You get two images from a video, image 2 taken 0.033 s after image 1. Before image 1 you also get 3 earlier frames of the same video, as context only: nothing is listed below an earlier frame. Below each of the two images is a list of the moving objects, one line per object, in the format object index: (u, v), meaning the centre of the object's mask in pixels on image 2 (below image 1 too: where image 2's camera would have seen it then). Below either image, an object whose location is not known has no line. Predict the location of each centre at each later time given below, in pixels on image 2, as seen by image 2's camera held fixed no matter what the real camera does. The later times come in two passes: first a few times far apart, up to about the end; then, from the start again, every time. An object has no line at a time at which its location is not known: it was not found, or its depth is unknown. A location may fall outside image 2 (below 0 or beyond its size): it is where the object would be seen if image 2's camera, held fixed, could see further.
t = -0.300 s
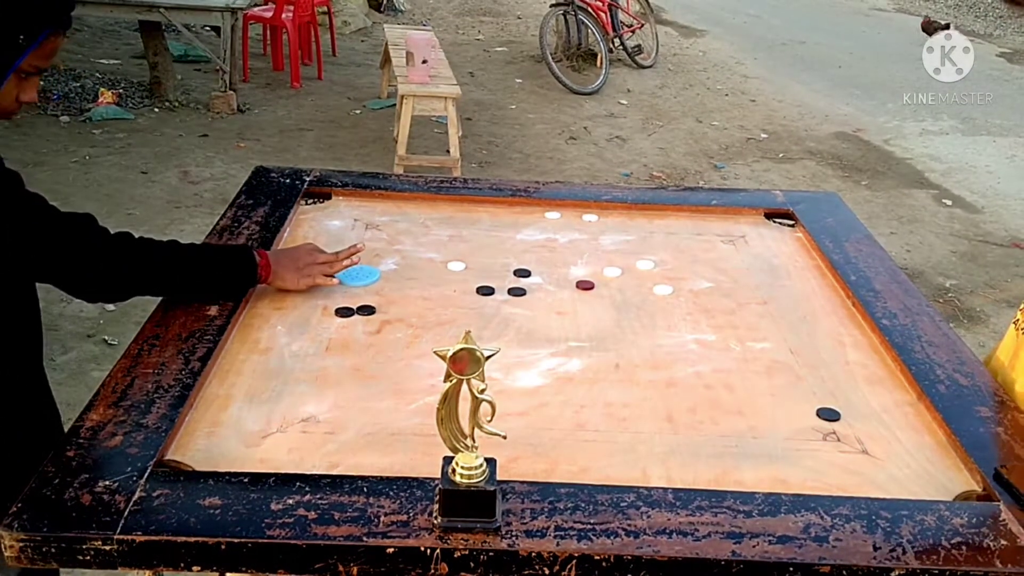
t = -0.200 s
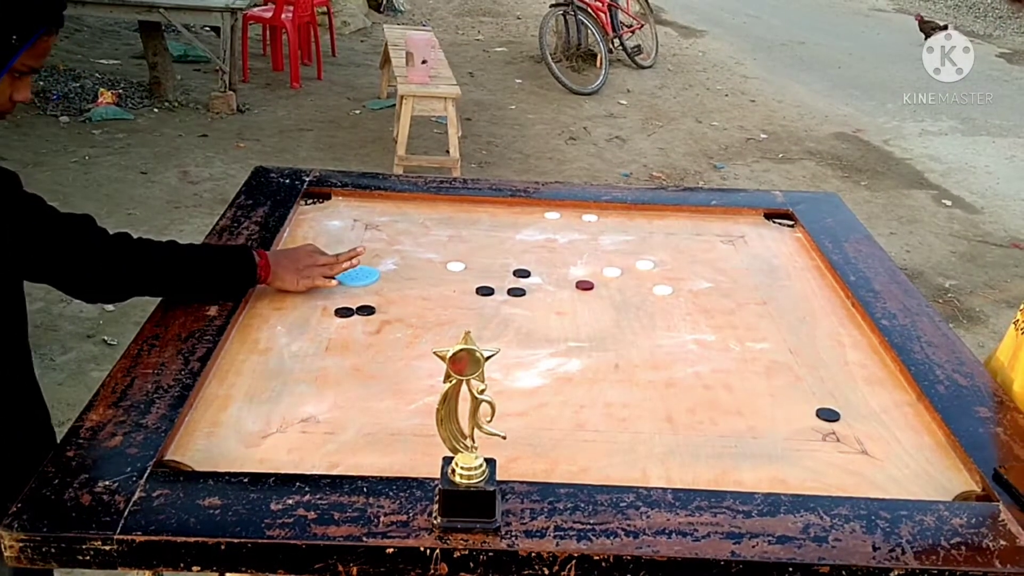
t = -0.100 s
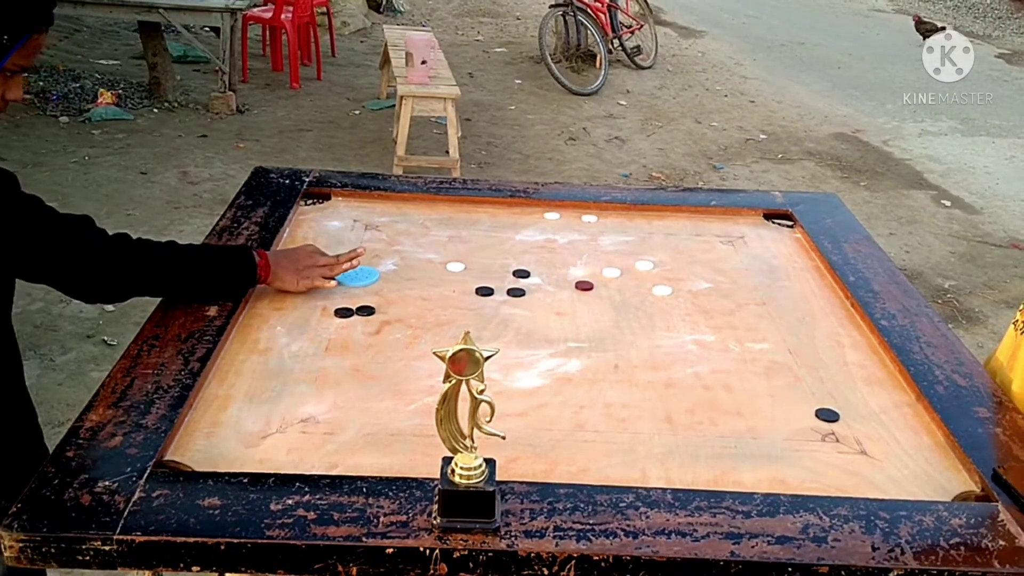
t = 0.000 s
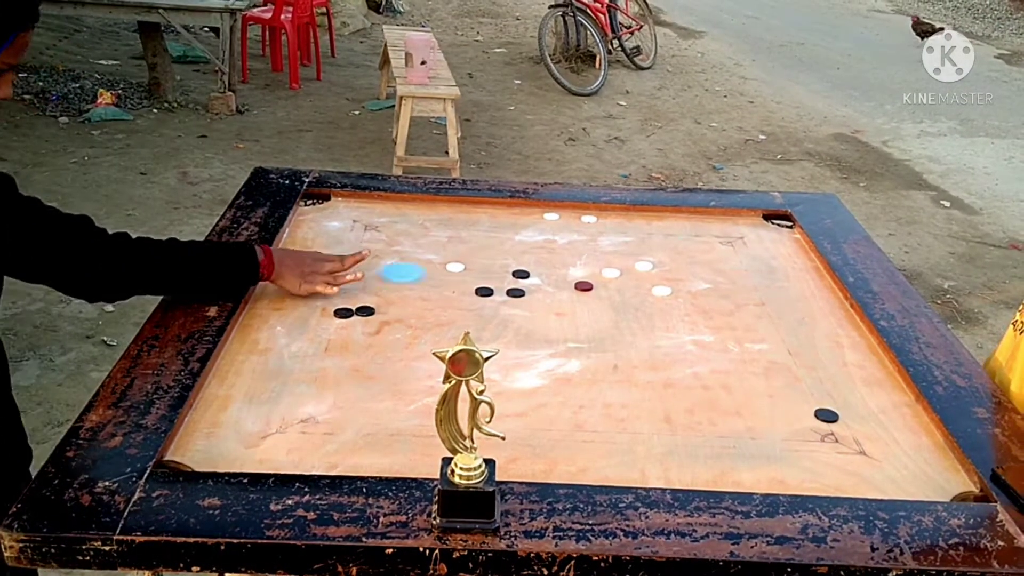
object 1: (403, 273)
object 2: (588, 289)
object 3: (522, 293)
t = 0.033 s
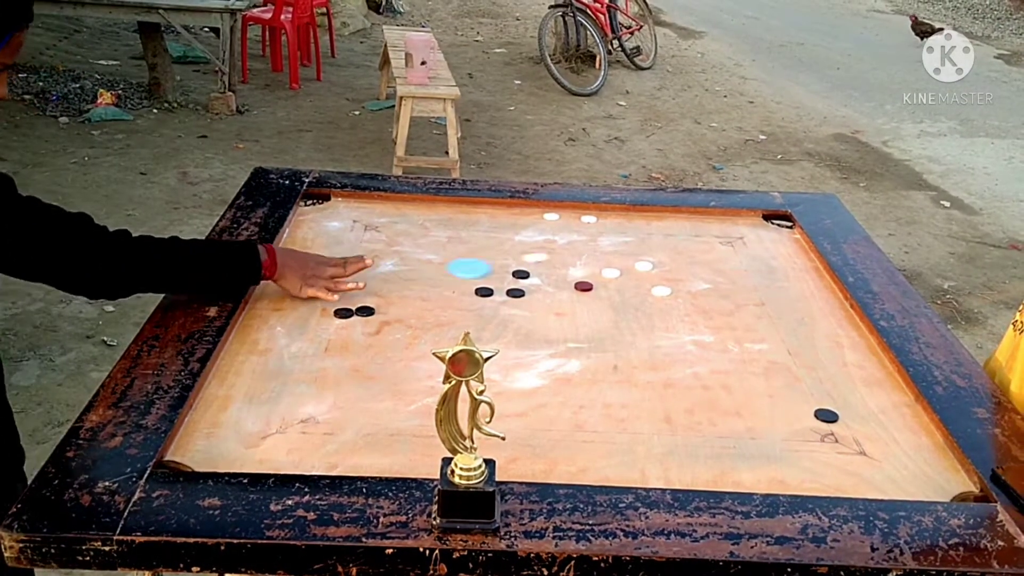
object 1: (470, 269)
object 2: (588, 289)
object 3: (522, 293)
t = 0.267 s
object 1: (777, 236)
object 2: (682, 289)
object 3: (522, 292)
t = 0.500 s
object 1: (603, 230)
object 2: (598, 250)
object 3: (504, 291)
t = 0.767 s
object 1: (431, 246)
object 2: (561, 221)
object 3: (504, 290)
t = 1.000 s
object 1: (294, 265)
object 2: (552, 212)
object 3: (504, 290)
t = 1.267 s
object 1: (354, 289)
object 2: (552, 212)
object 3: (504, 290)
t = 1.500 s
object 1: (383, 302)
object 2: (552, 212)
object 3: (504, 290)
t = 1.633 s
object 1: (393, 305)
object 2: (552, 212)
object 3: (505, 291)
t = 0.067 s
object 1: (524, 264)
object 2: (588, 289)
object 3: (517, 293)
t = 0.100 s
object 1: (571, 258)
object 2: (634, 289)
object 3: (521, 292)
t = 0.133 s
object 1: (614, 253)
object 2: (651, 289)
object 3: (521, 292)
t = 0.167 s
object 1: (657, 249)
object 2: (661, 289)
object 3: (521, 292)
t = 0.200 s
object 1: (698, 244)
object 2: (670, 289)
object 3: (522, 292)
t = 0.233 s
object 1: (738, 240)
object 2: (677, 289)
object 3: (522, 292)
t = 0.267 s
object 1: (777, 236)
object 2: (682, 289)
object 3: (522, 292)
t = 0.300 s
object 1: (754, 230)
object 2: (684, 288)
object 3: (522, 292)
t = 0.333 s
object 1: (722, 225)
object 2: (661, 281)
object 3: (516, 293)
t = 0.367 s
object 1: (694, 222)
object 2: (638, 275)
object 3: (513, 292)
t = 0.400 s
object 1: (671, 224)
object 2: (623, 268)
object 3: (504, 291)
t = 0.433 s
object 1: (648, 226)
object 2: (614, 261)
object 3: (504, 291)
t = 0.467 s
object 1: (625, 228)
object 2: (606, 255)
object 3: (504, 290)
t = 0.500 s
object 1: (603, 230)
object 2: (598, 250)
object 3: (504, 291)
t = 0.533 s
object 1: (581, 231)
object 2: (592, 245)
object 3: (504, 291)
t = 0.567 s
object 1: (560, 233)
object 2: (586, 241)
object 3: (504, 291)
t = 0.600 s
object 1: (538, 236)
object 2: (580, 237)
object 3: (504, 291)
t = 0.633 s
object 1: (517, 238)
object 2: (576, 233)
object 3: (504, 291)
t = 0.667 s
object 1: (495, 240)
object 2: (571, 230)
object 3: (504, 291)
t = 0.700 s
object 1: (473, 242)
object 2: (568, 226)
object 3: (505, 290)
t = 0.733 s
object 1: (452, 244)
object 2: (564, 223)
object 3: (505, 291)
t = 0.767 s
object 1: (431, 246)
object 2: (561, 221)
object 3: (504, 290)
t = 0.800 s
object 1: (409, 248)
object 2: (558, 219)
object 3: (505, 290)
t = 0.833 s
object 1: (388, 251)
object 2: (556, 216)
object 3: (504, 290)
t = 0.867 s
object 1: (368, 254)
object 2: (554, 215)
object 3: (504, 290)
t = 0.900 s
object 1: (348, 257)
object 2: (553, 214)
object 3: (504, 290)
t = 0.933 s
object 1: (327, 259)
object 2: (552, 213)
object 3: (504, 290)
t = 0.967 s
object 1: (307, 262)
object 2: (552, 212)
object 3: (504, 290)
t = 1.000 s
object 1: (294, 265)
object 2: (552, 212)
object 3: (504, 290)
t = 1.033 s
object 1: (303, 269)
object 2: (552, 212)
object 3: (504, 290)
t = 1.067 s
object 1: (313, 272)
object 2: (552, 212)
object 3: (504, 290)
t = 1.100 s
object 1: (321, 276)
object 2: (552, 212)
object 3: (504, 291)
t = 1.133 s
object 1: (329, 279)
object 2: (552, 212)
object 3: (504, 291)
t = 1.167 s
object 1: (336, 282)
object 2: (552, 212)
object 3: (504, 291)
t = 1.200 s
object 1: (343, 284)
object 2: (552, 212)
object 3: (504, 291)
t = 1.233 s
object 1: (348, 287)
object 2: (552, 212)
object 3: (504, 291)
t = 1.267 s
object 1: (354, 289)
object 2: (552, 212)
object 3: (504, 290)
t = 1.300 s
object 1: (359, 292)
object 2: (552, 212)
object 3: (504, 291)
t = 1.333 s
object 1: (363, 294)
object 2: (552, 212)
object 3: (504, 290)
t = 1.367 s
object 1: (368, 295)
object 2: (552, 212)
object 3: (505, 290)
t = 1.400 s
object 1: (372, 298)
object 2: (552, 212)
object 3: (505, 290)
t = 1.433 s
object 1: (376, 299)
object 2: (552, 212)
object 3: (505, 290)
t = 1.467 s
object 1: (379, 301)
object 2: (552, 212)
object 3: (504, 291)
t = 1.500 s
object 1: (383, 302)
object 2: (552, 212)
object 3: (504, 290)
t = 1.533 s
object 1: (386, 303)
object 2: (552, 212)
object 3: (505, 291)
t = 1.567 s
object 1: (389, 304)
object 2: (552, 212)
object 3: (505, 291)
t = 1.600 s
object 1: (391, 305)
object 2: (552, 212)
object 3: (505, 291)
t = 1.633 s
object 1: (393, 305)
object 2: (552, 212)
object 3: (505, 291)
